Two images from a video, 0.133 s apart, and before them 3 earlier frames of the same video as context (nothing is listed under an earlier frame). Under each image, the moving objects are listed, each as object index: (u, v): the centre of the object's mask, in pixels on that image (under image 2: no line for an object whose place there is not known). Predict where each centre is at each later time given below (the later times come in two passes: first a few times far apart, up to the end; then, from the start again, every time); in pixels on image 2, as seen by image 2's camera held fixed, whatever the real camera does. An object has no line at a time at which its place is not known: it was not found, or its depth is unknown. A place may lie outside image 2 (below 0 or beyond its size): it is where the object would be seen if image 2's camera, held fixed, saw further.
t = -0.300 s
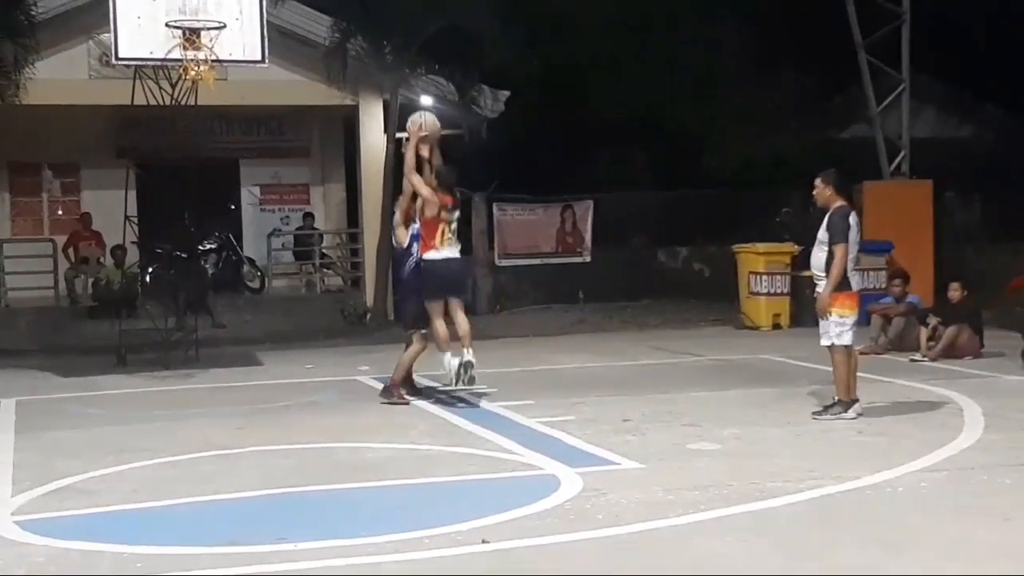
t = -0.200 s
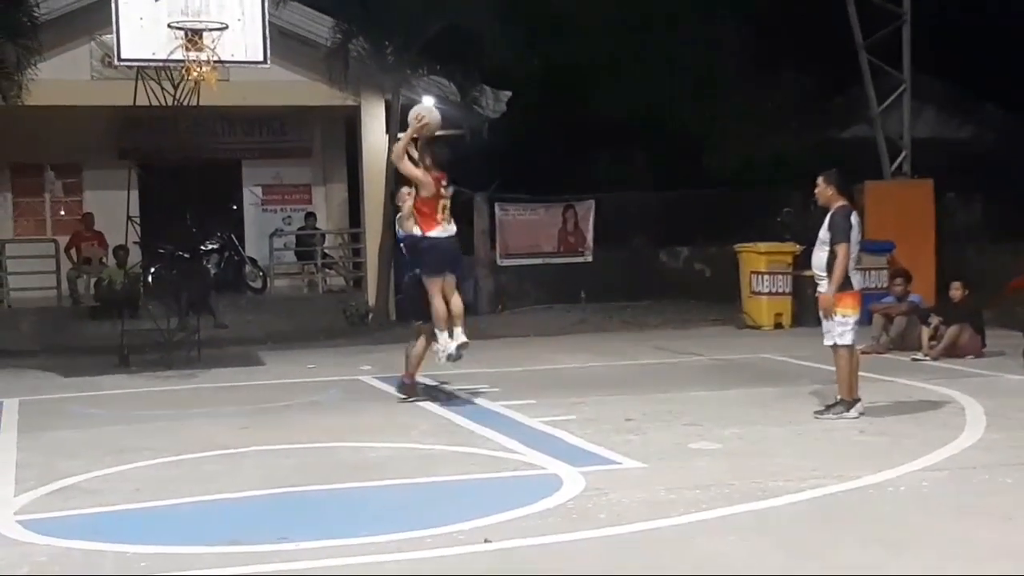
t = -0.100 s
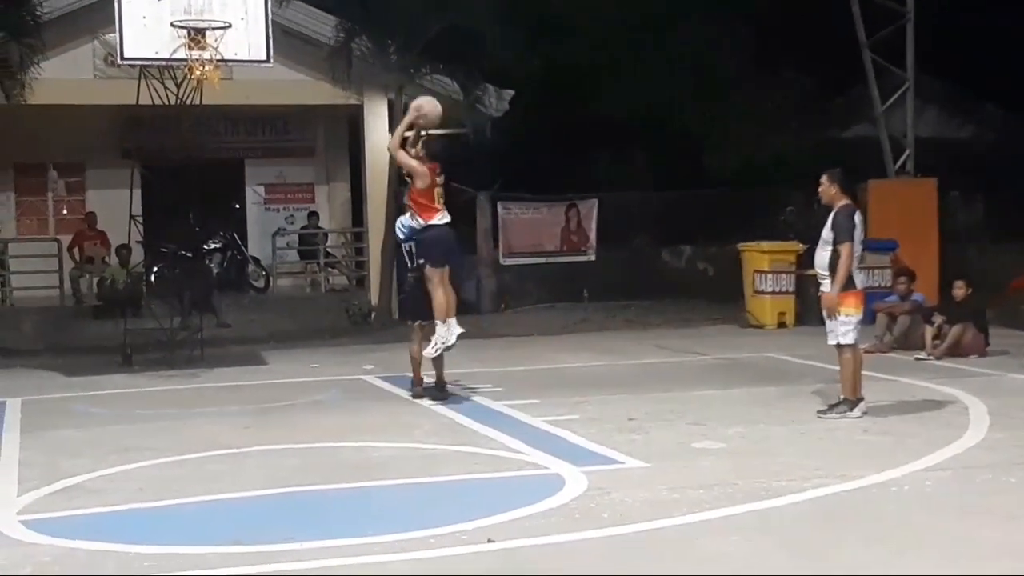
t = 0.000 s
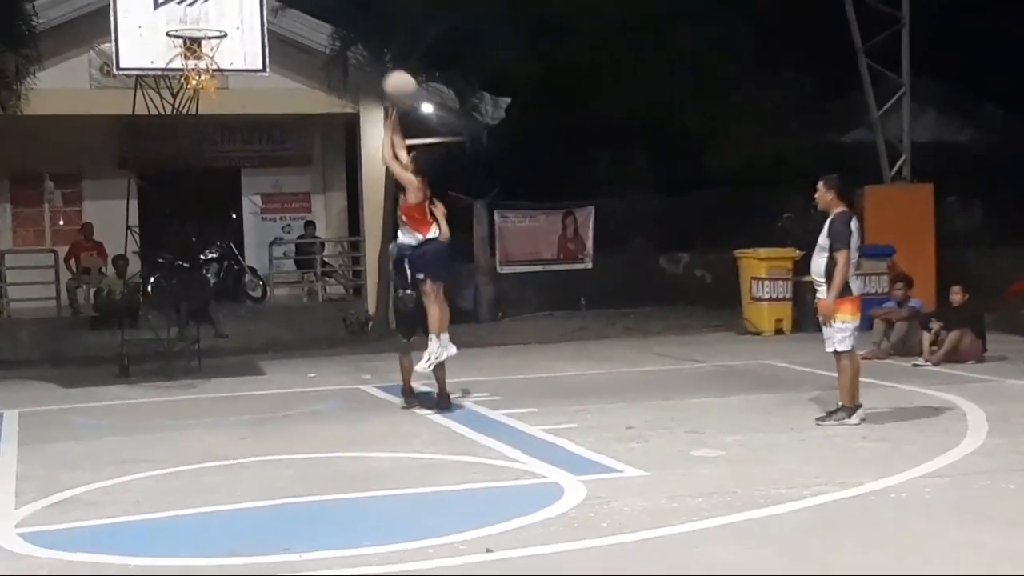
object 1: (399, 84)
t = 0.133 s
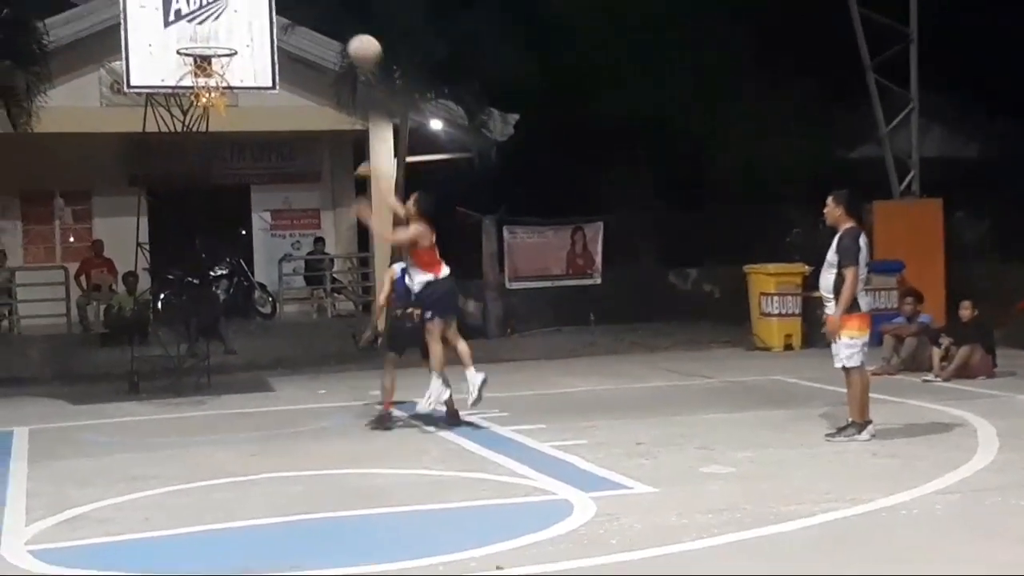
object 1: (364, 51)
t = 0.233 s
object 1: (332, 26)
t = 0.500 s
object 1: (252, 25)
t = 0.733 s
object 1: (226, 37)
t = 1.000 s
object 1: (198, 45)
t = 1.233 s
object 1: (197, 49)
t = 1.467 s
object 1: (218, 75)
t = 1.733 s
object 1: (208, 102)
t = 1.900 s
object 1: (199, 155)
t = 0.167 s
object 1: (353, 41)
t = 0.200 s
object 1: (342, 33)
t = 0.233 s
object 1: (332, 26)
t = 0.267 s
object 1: (321, 21)
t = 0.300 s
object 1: (311, 17)
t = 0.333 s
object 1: (301, 14)
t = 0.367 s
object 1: (292, 13)
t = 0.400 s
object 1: (282, 14)
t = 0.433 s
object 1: (272, 16)
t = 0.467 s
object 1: (262, 20)
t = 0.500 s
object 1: (252, 25)
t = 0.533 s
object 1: (243, 30)
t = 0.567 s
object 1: (236, 35)
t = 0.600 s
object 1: (233, 33)
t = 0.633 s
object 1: (231, 32)
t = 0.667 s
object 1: (229, 32)
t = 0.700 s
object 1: (227, 34)
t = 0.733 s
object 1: (226, 37)
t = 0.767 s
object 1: (224, 41)
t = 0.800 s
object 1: (220, 39)
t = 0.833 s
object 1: (216, 40)
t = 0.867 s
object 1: (212, 42)
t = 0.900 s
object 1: (208, 44)
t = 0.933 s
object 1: (205, 43)
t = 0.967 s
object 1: (201, 44)
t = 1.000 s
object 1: (198, 45)
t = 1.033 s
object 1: (195, 44)
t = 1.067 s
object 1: (194, 44)
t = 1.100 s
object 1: (193, 44)
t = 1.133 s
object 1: (193, 44)
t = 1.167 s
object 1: (193, 44)
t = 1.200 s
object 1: (194, 47)
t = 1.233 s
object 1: (197, 49)
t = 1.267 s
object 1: (199, 50)
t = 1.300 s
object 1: (202, 54)
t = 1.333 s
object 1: (205, 59)
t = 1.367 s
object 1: (208, 63)
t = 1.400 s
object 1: (212, 67)
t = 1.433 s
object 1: (215, 71)
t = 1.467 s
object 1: (218, 75)
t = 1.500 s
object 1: (219, 78)
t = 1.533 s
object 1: (219, 80)
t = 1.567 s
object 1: (219, 84)
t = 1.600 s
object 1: (216, 87)
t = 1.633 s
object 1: (216, 87)
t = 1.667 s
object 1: (214, 92)
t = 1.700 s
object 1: (212, 98)
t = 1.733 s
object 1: (208, 102)
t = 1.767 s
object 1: (208, 112)
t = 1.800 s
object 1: (205, 121)
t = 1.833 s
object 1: (202, 131)
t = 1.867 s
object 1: (201, 143)
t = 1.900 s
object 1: (199, 155)
